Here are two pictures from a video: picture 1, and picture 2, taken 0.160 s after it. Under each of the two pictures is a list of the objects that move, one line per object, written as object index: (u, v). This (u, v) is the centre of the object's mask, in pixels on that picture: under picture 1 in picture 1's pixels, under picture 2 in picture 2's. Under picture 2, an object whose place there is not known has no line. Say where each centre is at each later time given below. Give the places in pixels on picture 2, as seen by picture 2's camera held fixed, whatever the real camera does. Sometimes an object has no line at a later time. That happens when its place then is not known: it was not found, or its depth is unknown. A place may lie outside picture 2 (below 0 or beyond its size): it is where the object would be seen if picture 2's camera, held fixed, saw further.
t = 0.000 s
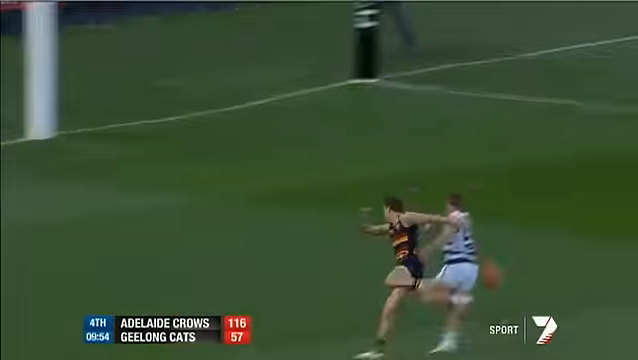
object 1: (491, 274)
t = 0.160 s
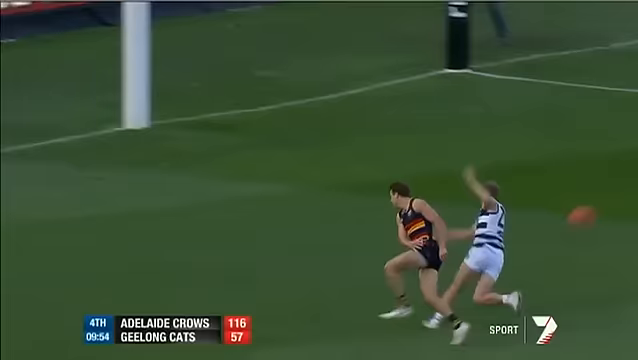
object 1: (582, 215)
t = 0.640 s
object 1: (608, 28)
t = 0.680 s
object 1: (610, 21)
